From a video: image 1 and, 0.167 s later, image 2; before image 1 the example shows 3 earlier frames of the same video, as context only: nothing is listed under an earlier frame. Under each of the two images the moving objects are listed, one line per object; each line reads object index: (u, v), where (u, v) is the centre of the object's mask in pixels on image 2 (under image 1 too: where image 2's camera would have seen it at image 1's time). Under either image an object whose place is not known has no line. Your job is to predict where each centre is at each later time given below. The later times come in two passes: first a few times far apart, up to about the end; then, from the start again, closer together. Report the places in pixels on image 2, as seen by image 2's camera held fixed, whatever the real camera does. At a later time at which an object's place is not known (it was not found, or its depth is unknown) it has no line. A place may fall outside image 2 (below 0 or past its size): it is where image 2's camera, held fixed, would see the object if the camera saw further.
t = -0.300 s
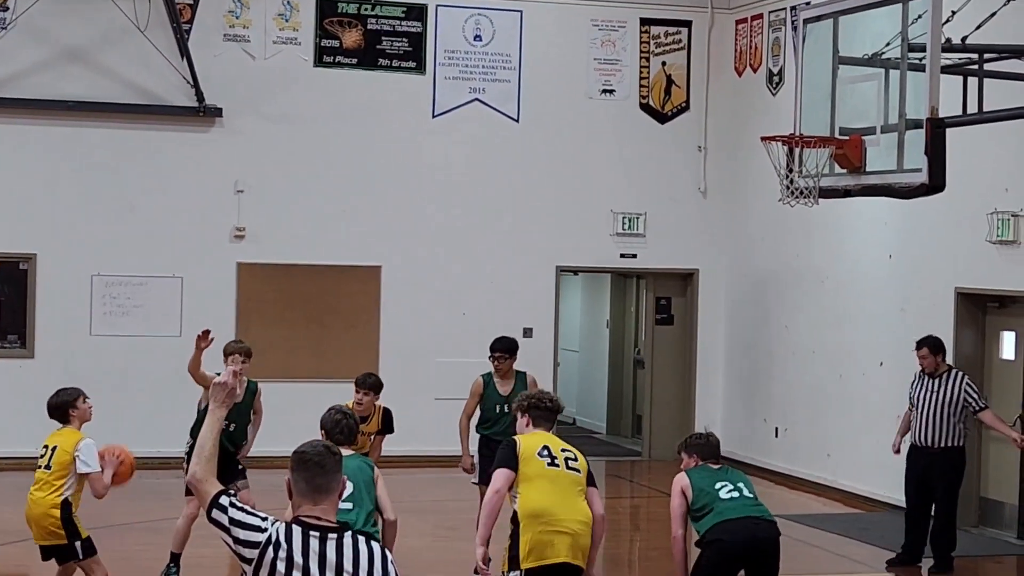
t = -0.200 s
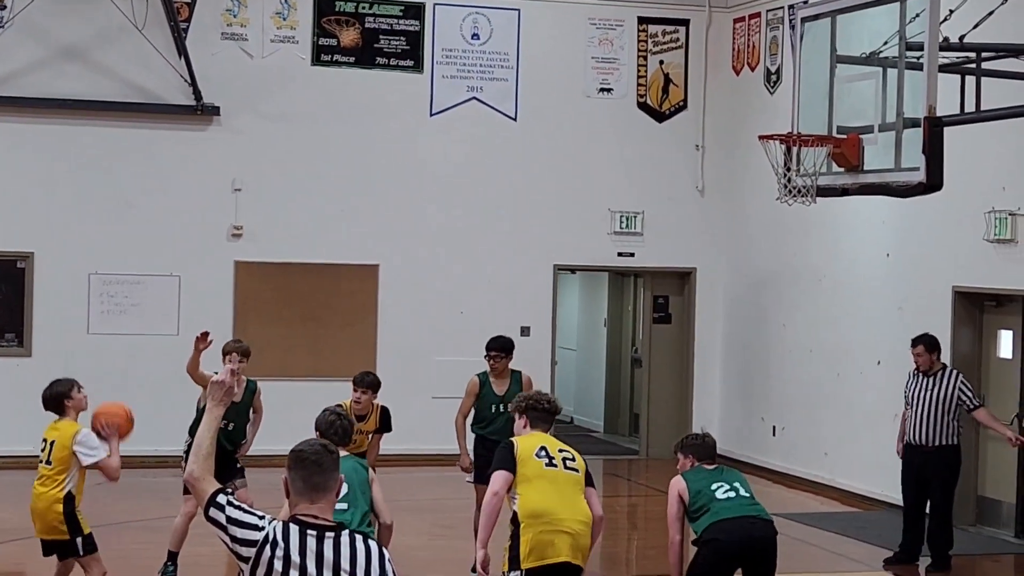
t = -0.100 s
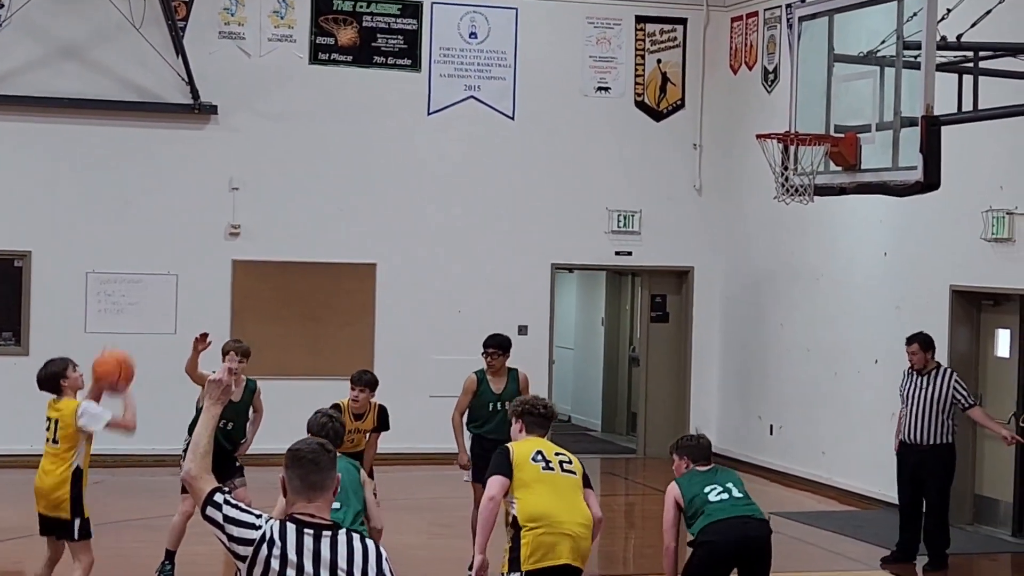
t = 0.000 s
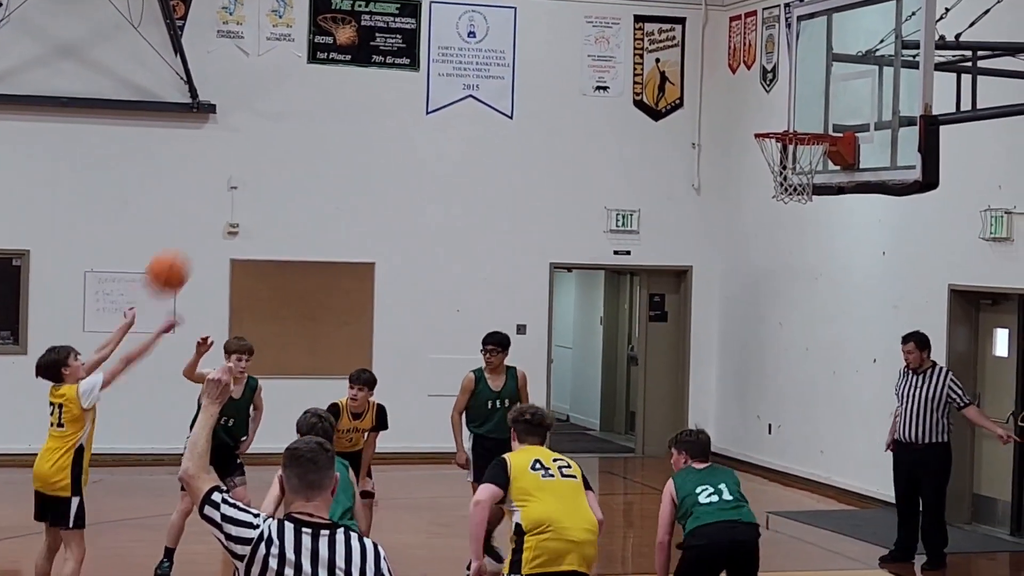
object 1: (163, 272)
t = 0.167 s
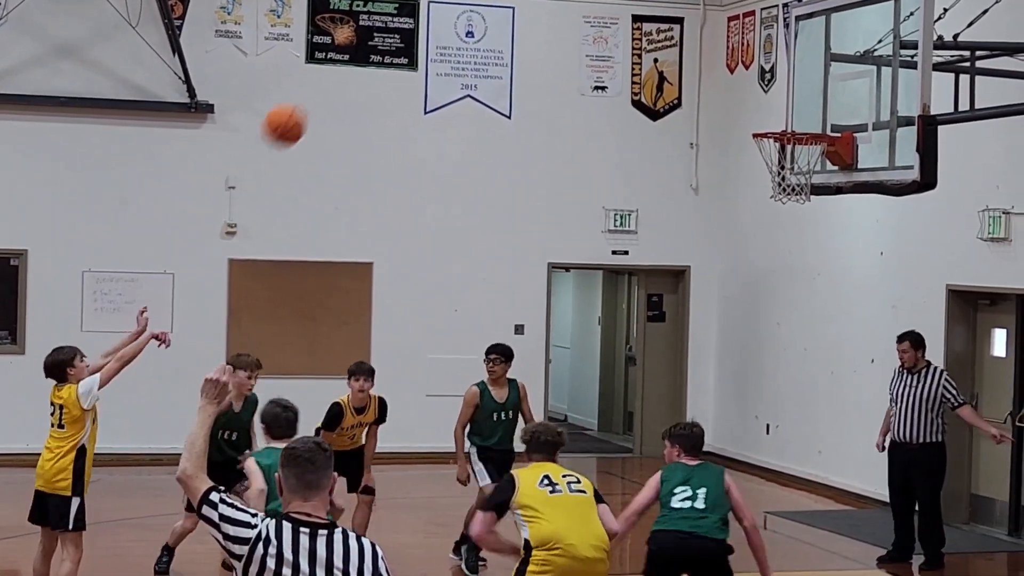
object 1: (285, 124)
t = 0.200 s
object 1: (308, 102)
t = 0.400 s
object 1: (442, 9)
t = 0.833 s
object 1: (700, 21)
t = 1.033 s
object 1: (810, 121)
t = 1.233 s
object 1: (829, 111)
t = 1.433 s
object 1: (780, 138)
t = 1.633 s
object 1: (811, 162)
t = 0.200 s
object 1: (308, 102)
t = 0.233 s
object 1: (331, 80)
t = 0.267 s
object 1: (354, 59)
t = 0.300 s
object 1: (374, 45)
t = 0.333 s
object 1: (398, 28)
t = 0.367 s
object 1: (419, 16)
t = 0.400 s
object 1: (442, 9)
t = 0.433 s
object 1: (463, 6)
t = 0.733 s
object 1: (642, 3)
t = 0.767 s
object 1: (664, 7)
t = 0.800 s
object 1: (681, 12)
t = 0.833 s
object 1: (700, 21)
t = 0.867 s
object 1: (716, 34)
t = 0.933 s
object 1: (755, 67)
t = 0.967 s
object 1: (773, 84)
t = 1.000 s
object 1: (791, 104)
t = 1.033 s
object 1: (810, 121)
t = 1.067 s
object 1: (797, 124)
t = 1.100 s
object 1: (777, 124)
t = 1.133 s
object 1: (788, 120)
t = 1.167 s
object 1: (802, 116)
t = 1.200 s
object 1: (816, 113)
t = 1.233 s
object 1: (829, 111)
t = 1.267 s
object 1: (825, 112)
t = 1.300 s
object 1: (813, 115)
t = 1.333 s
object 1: (800, 117)
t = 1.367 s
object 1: (788, 122)
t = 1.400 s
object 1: (776, 133)
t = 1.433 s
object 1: (780, 138)
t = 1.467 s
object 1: (787, 144)
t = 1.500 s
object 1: (794, 152)
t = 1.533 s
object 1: (799, 155)
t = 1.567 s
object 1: (805, 156)
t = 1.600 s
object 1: (809, 160)
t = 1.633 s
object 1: (811, 162)
